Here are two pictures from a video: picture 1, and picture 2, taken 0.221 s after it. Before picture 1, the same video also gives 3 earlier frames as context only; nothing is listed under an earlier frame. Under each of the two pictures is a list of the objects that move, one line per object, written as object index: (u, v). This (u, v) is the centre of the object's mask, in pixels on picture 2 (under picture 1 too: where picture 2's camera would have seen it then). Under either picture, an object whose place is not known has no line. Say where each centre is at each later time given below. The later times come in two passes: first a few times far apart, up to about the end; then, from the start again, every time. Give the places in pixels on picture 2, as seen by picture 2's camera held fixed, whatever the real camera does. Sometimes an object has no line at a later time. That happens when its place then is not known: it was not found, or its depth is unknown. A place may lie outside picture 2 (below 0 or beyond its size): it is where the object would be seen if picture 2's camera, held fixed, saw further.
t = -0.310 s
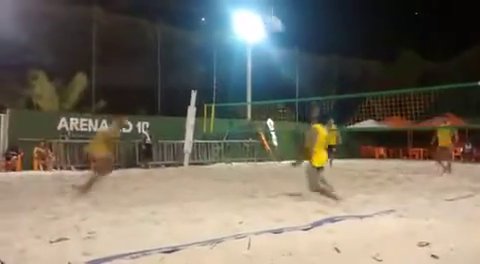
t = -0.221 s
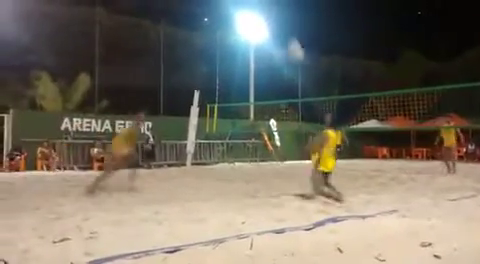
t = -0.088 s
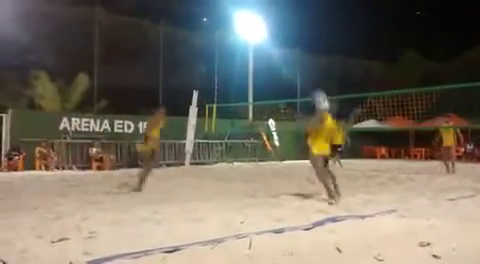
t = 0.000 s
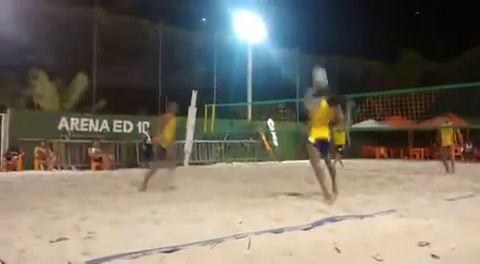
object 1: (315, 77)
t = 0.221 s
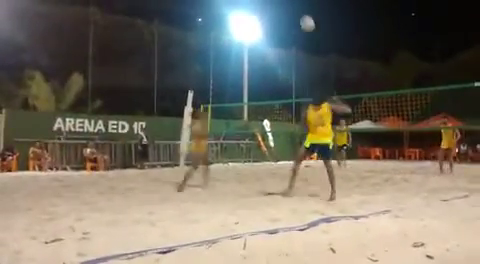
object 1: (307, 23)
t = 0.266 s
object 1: (306, 18)
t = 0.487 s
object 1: (300, 12)
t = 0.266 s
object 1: (306, 18)
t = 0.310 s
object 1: (305, 14)
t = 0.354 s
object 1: (303, 11)
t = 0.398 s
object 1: (302, 10)
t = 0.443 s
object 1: (302, 11)
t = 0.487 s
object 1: (300, 12)
